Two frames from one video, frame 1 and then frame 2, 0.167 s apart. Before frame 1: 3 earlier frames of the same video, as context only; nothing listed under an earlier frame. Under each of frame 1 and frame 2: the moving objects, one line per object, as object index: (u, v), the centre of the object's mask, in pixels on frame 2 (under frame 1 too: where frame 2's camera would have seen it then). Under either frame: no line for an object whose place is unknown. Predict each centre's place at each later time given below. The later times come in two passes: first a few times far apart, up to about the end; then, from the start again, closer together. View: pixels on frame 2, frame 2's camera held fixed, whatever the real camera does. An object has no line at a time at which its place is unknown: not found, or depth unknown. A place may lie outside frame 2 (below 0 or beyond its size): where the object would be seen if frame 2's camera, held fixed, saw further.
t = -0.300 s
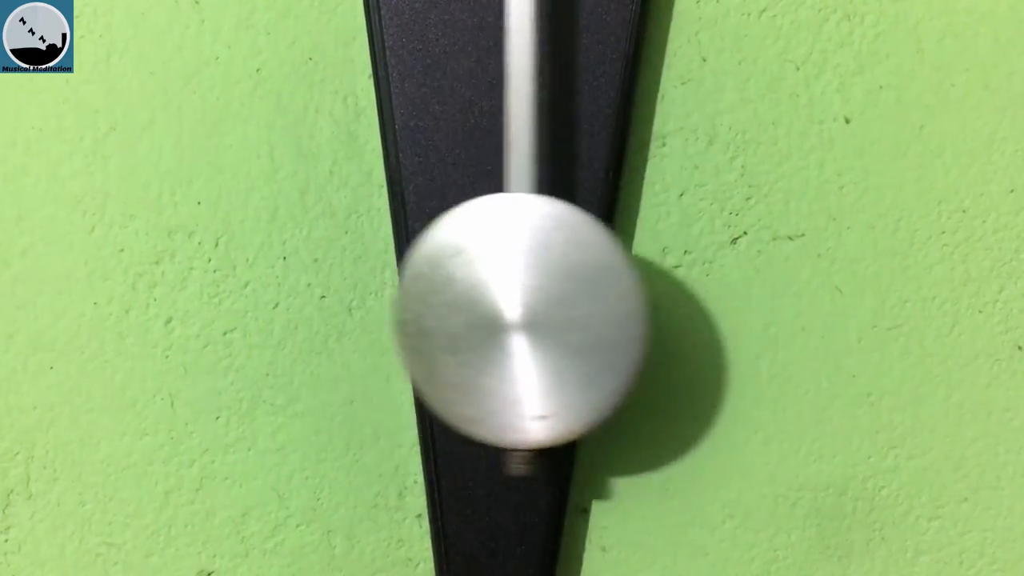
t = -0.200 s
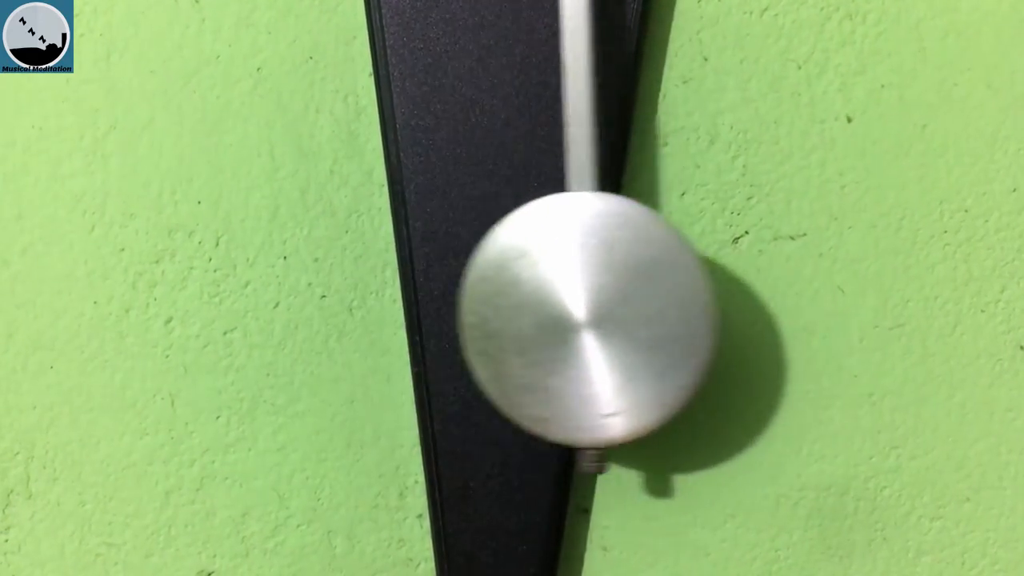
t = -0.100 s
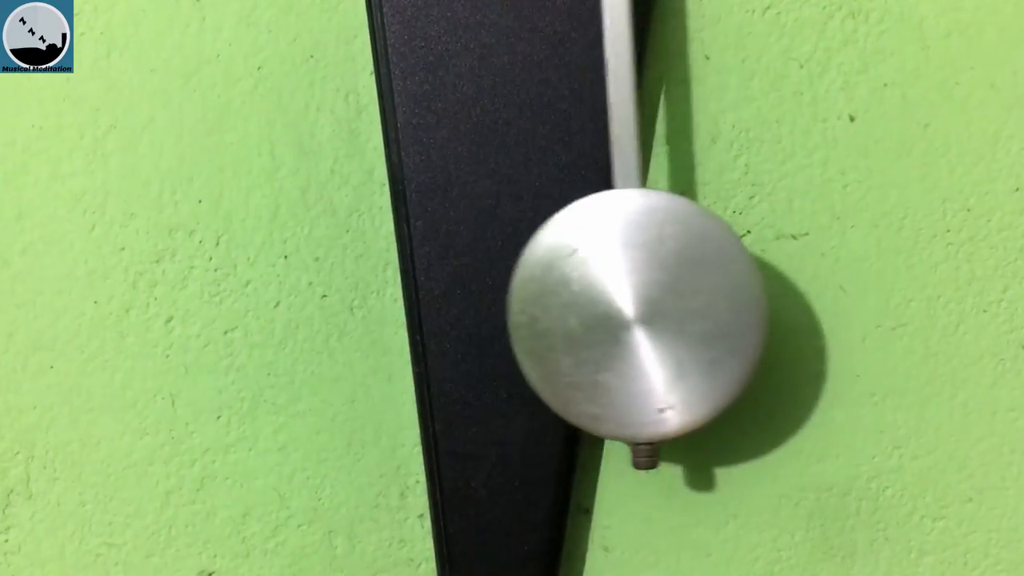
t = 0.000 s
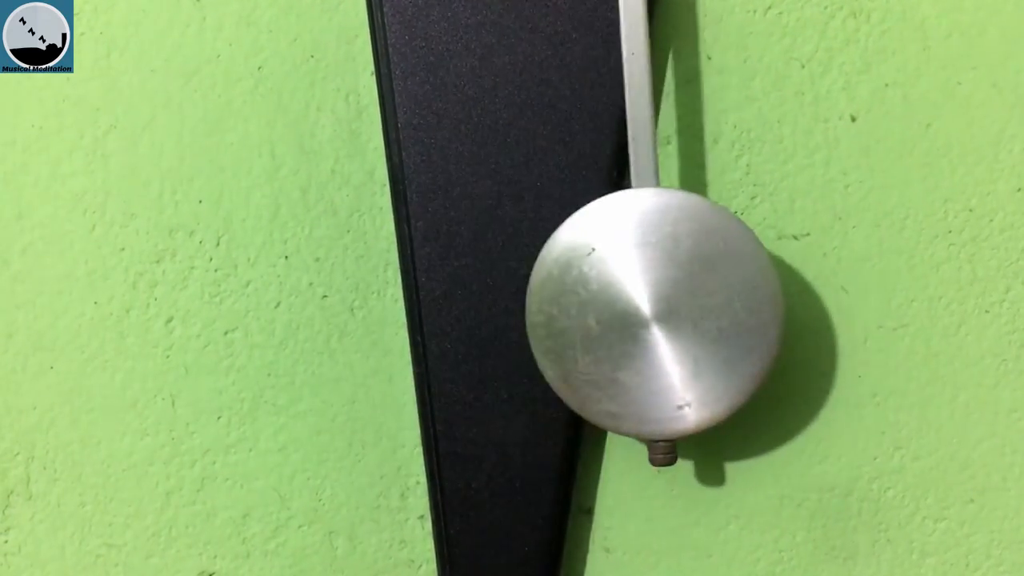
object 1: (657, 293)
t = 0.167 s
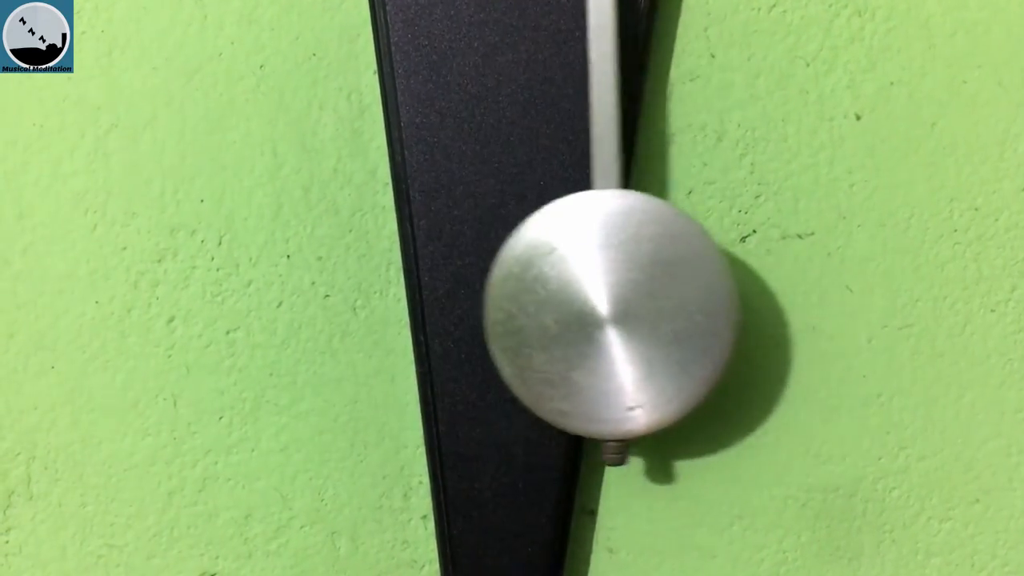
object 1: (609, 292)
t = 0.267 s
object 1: (550, 292)
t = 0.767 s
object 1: (455, 296)
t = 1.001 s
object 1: (602, 294)
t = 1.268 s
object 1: (643, 291)
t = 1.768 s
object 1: (400, 295)
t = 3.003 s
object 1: (407, 290)
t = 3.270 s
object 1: (555, 293)
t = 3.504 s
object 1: (662, 296)
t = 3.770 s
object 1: (565, 293)
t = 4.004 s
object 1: (431, 287)
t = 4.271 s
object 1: (450, 291)
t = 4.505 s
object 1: (595, 294)
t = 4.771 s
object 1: (645, 292)
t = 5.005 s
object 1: (523, 289)
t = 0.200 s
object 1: (591, 292)
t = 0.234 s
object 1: (571, 292)
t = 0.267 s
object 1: (550, 292)
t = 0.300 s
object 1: (529, 293)
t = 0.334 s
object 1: (507, 293)
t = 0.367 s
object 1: (487, 293)
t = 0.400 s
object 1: (467, 292)
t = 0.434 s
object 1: (449, 291)
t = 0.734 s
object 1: (437, 296)
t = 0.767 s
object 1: (455, 296)
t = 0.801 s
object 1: (474, 296)
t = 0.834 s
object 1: (495, 297)
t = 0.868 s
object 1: (517, 295)
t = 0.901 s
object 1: (538, 295)
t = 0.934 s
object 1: (561, 296)
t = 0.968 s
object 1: (582, 295)
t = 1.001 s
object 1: (602, 294)
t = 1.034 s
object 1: (619, 293)
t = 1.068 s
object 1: (633, 292)
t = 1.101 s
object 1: (645, 292)
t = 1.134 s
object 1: (652, 292)
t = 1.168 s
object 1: (656, 291)
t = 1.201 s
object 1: (656, 291)
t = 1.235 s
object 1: (651, 291)
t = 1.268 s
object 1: (643, 291)
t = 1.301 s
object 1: (631, 291)
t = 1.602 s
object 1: (450, 295)
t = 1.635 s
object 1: (433, 295)
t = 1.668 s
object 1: (419, 295)
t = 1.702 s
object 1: (408, 294)
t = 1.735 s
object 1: (401, 295)
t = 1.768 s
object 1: (400, 295)
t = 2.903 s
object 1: (400, 292)
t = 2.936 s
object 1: (398, 291)
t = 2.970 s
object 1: (401, 291)
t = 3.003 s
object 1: (407, 290)
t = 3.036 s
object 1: (417, 290)
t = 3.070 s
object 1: (431, 289)
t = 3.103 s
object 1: (448, 290)
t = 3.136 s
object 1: (467, 291)
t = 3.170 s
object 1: (488, 291)
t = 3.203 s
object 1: (510, 291)
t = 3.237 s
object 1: (532, 292)
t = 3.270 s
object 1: (555, 293)
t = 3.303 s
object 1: (576, 293)
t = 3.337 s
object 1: (598, 293)
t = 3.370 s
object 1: (617, 294)
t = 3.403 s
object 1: (633, 295)
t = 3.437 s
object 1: (647, 295)
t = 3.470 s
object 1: (656, 295)
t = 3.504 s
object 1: (662, 296)
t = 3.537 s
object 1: (662, 296)
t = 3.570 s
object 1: (659, 296)
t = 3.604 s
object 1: (651, 296)
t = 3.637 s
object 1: (639, 296)
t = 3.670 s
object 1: (624, 295)
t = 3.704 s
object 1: (606, 294)
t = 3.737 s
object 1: (586, 293)
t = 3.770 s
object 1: (565, 293)
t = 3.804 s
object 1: (542, 291)
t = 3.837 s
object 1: (522, 291)
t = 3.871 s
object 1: (500, 290)
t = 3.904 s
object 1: (480, 289)
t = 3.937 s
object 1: (461, 288)
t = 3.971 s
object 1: (444, 287)
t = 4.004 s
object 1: (431, 287)
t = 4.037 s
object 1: (420, 287)
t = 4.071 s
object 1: (413, 287)
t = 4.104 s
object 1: (410, 287)
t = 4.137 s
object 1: (411, 288)
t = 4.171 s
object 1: (415, 289)
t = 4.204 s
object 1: (423, 289)
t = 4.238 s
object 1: (435, 290)
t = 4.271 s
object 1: (450, 291)
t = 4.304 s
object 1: (469, 292)
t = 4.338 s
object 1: (489, 293)
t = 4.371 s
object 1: (511, 293)
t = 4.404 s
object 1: (531, 295)
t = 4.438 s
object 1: (552, 296)
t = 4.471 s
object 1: (574, 296)
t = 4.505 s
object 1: (595, 294)
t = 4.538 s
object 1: (613, 295)
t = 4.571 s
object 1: (628, 296)
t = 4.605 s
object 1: (641, 295)
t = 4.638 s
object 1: (650, 295)
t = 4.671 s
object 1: (655, 294)
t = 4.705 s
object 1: (656, 294)
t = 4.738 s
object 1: (653, 293)
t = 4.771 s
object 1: (645, 292)
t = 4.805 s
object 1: (634, 292)
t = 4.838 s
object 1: (620, 291)
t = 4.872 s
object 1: (603, 290)
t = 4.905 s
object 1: (584, 289)
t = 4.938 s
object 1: (564, 289)
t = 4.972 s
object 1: (543, 289)
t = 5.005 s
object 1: (523, 289)
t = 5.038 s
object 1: (502, 288)
